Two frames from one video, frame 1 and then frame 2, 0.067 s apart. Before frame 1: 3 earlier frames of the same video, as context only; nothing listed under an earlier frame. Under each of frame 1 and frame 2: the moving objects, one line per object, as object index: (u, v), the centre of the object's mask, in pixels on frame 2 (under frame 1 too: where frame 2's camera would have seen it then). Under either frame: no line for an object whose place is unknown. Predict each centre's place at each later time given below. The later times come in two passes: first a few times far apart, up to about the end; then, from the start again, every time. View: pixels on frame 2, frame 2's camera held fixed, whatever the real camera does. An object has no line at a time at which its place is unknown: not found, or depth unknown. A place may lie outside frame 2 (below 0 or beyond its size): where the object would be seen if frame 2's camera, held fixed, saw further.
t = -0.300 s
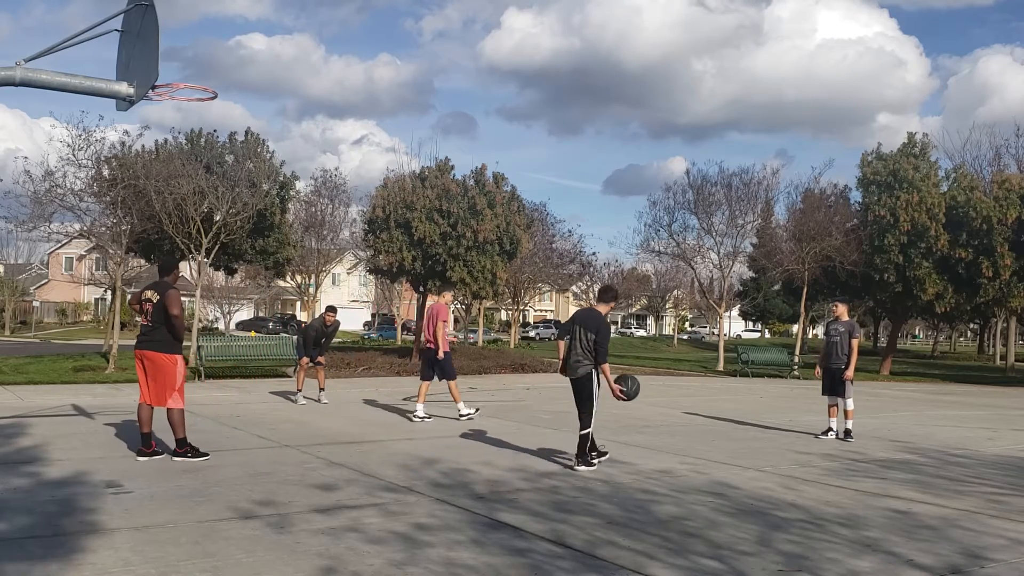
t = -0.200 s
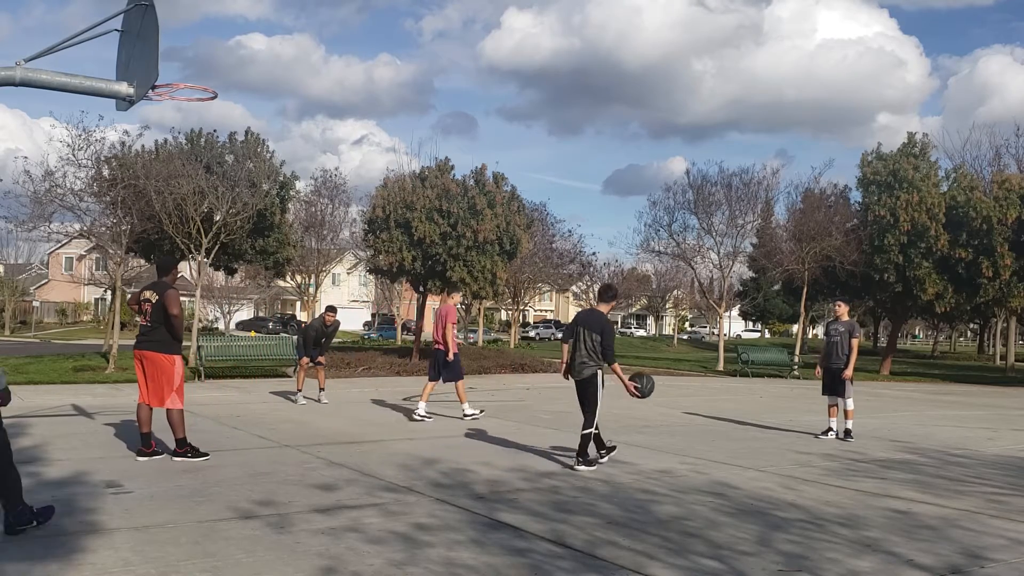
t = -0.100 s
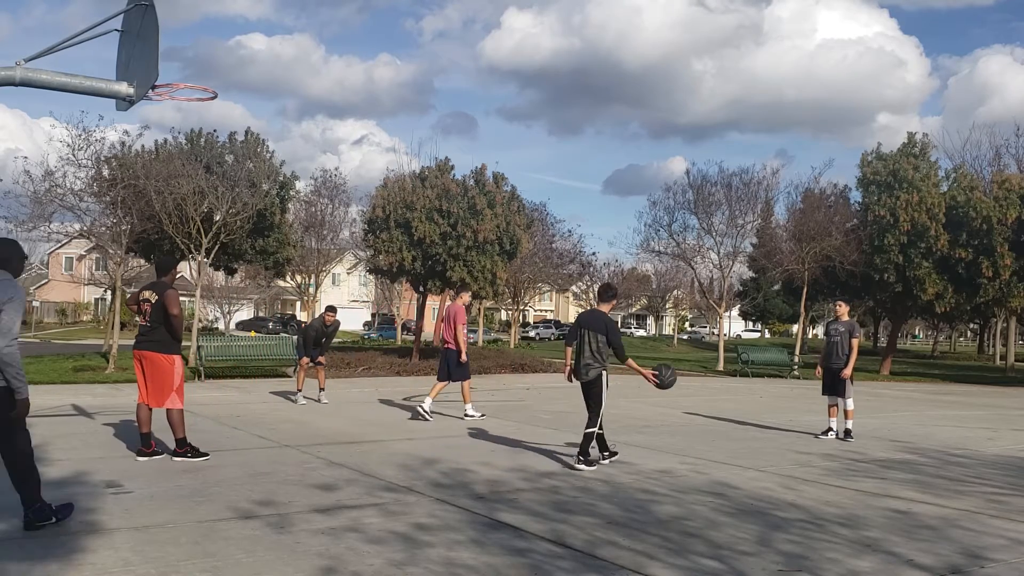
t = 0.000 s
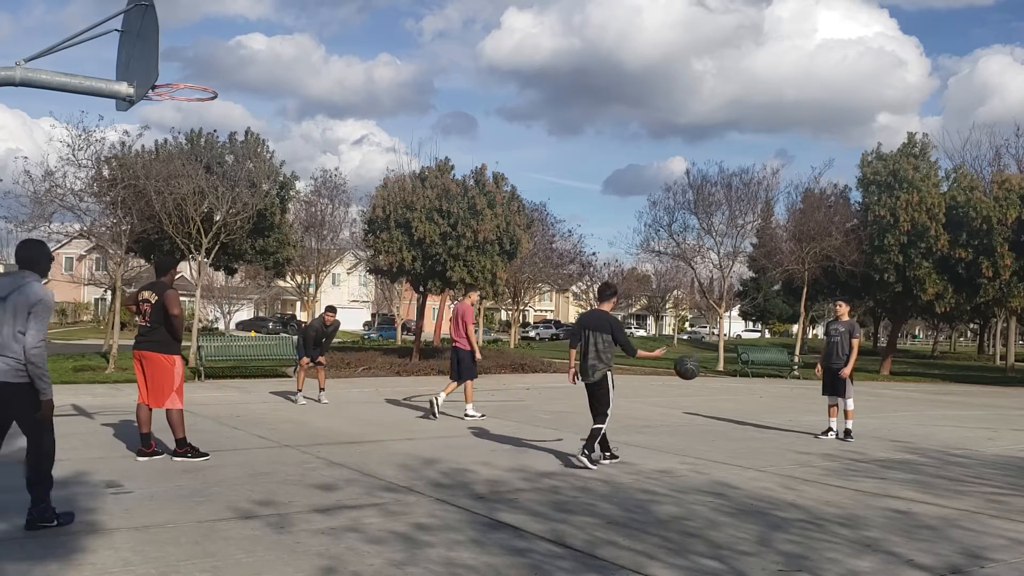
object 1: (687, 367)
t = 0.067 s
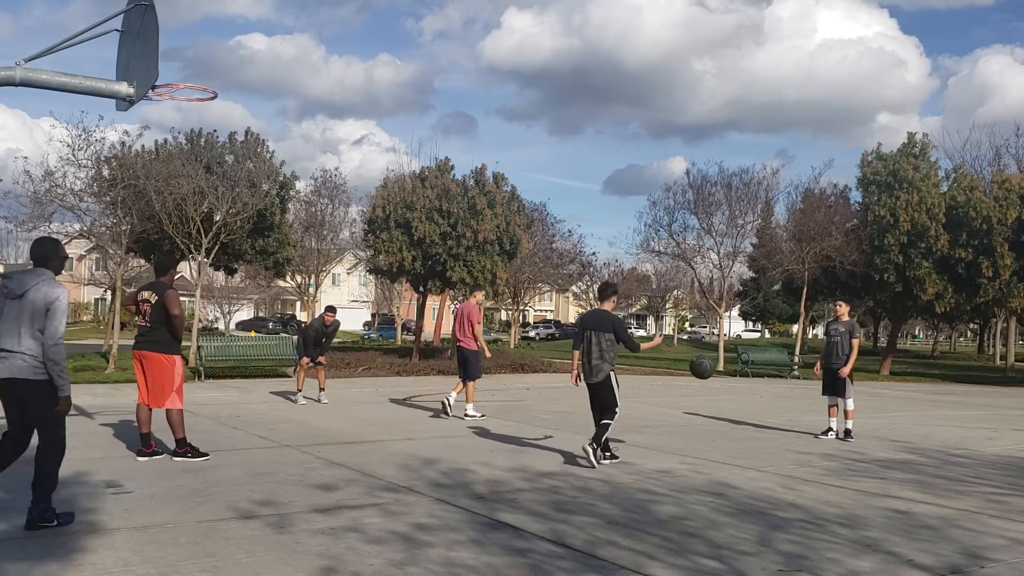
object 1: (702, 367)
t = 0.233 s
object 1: (738, 384)
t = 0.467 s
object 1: (782, 433)
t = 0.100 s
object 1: (709, 369)
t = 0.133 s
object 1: (717, 371)
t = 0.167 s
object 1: (724, 374)
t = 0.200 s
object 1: (731, 379)
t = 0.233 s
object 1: (738, 384)
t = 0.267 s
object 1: (745, 391)
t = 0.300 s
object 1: (752, 399)
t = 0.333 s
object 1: (758, 408)
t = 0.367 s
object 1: (764, 418)
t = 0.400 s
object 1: (771, 428)
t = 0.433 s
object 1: (777, 440)
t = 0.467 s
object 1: (782, 433)
